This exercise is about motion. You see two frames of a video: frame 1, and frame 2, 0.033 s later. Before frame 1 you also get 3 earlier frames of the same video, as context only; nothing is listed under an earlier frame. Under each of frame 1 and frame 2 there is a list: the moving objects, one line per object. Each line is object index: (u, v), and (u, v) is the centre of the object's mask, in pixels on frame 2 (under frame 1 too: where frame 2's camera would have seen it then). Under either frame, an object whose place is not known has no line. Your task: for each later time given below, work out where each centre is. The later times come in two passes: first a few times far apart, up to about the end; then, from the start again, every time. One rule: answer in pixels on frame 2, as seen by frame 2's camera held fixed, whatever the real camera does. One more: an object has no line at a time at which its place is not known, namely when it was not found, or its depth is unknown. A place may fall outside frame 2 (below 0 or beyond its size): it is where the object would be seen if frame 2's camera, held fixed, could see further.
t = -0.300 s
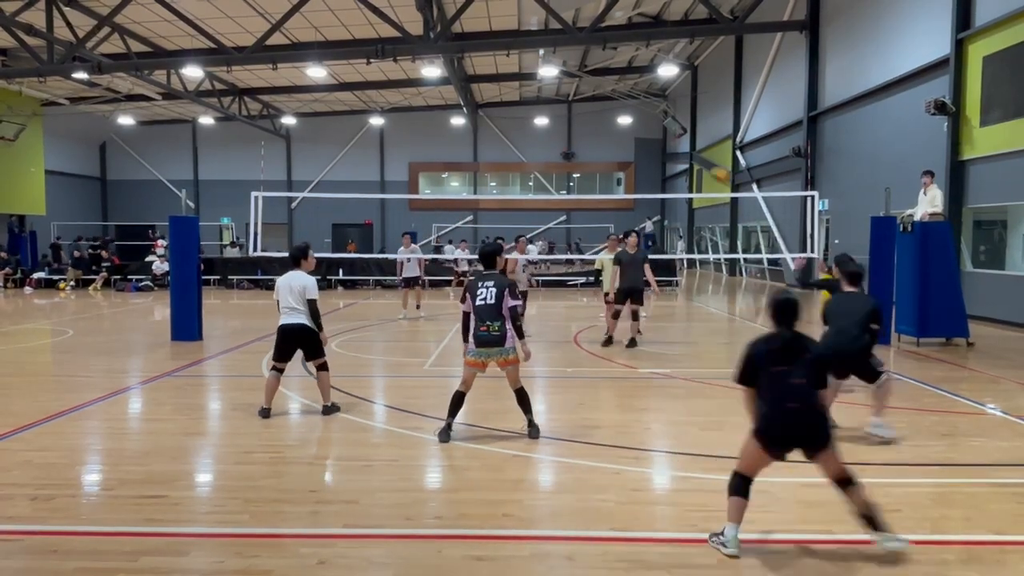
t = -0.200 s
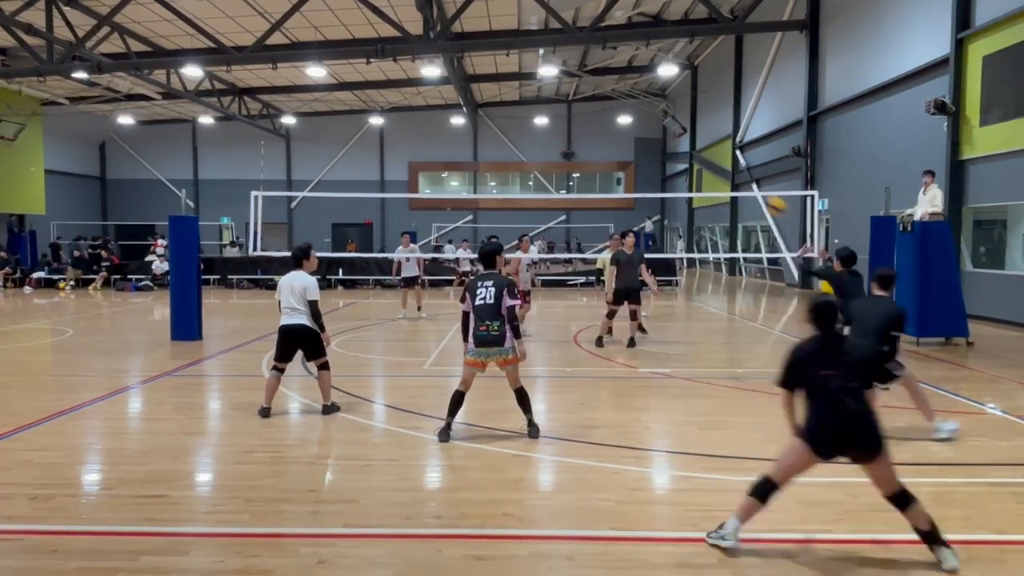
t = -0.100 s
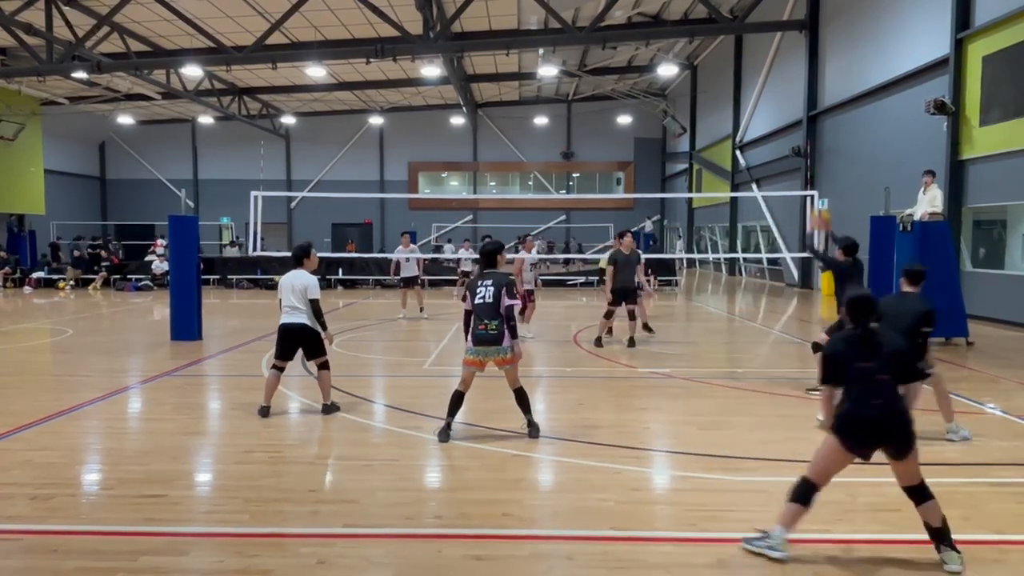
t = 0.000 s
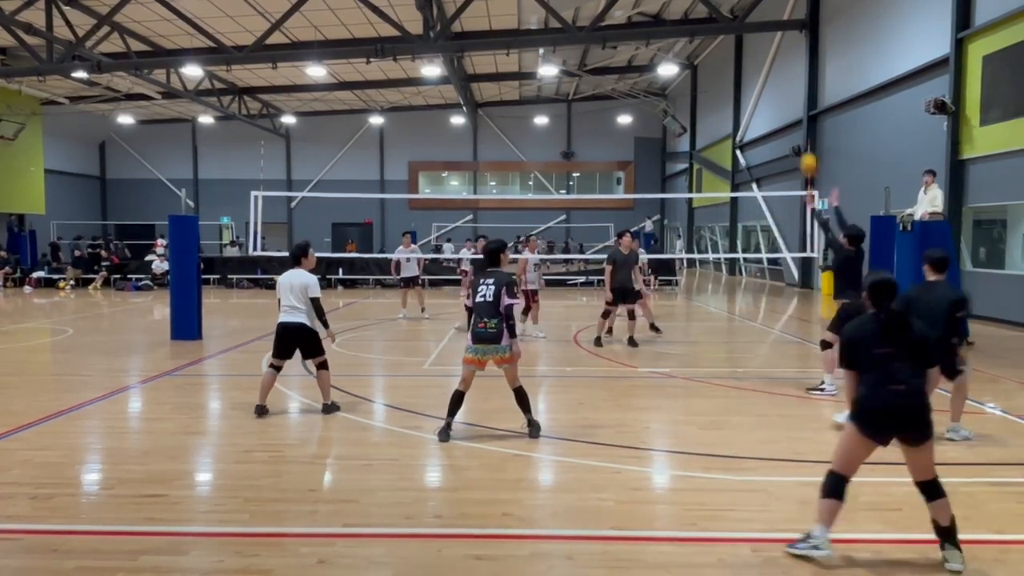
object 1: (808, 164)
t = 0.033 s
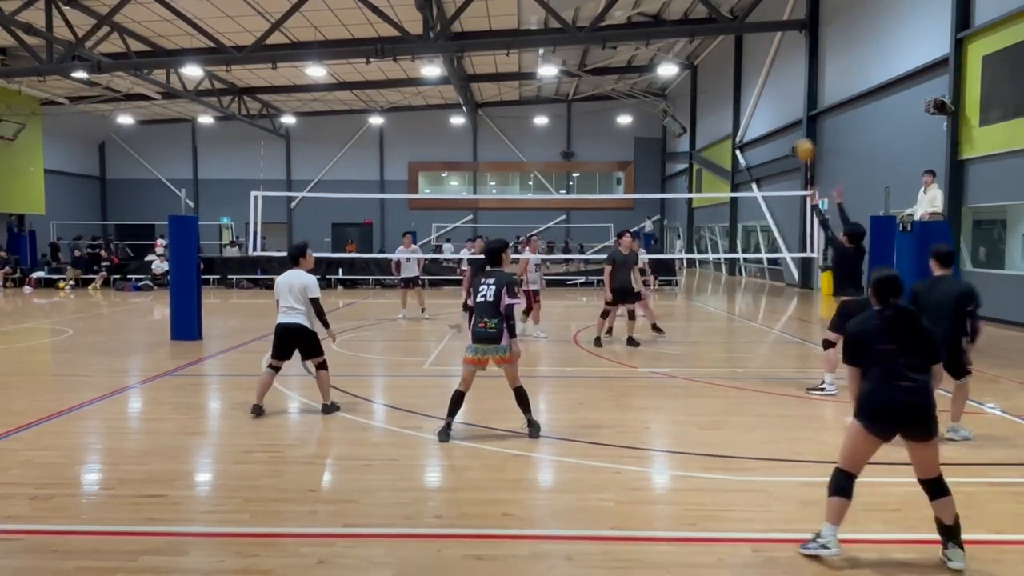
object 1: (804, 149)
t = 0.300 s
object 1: (778, 72)
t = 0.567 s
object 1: (753, 59)
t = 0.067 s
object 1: (802, 136)
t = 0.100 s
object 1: (797, 123)
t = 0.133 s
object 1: (794, 112)
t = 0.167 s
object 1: (791, 102)
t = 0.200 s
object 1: (787, 93)
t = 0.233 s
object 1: (784, 85)
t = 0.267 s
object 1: (781, 77)
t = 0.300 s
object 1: (778, 72)
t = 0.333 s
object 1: (775, 67)
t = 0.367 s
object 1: (771, 63)
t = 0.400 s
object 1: (768, 61)
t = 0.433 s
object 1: (765, 58)
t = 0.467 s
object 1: (762, 57)
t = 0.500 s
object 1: (759, 56)
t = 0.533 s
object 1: (756, 57)
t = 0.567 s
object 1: (753, 59)
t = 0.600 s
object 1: (750, 61)
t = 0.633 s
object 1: (747, 64)
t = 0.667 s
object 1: (744, 68)
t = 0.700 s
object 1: (741, 74)
